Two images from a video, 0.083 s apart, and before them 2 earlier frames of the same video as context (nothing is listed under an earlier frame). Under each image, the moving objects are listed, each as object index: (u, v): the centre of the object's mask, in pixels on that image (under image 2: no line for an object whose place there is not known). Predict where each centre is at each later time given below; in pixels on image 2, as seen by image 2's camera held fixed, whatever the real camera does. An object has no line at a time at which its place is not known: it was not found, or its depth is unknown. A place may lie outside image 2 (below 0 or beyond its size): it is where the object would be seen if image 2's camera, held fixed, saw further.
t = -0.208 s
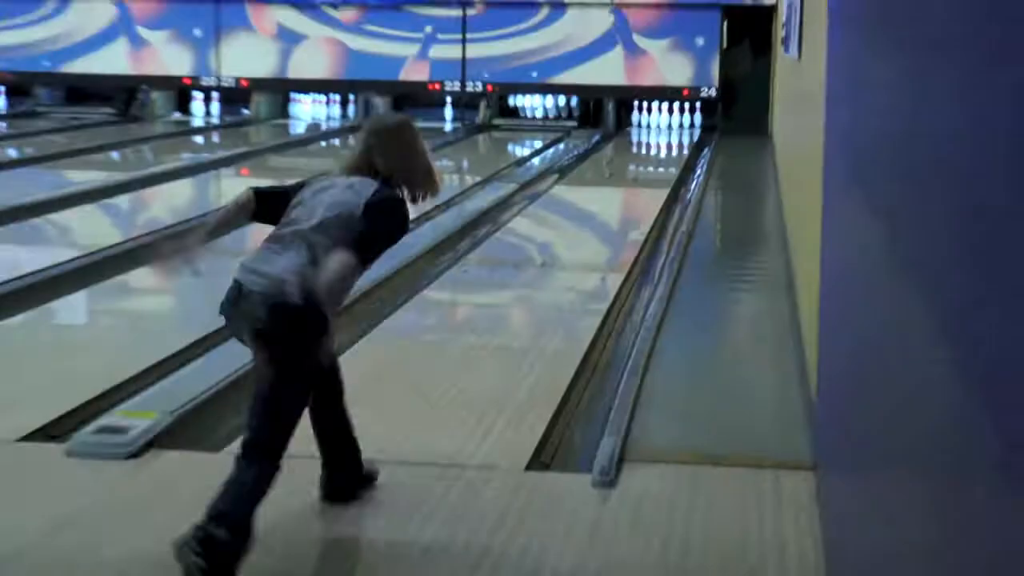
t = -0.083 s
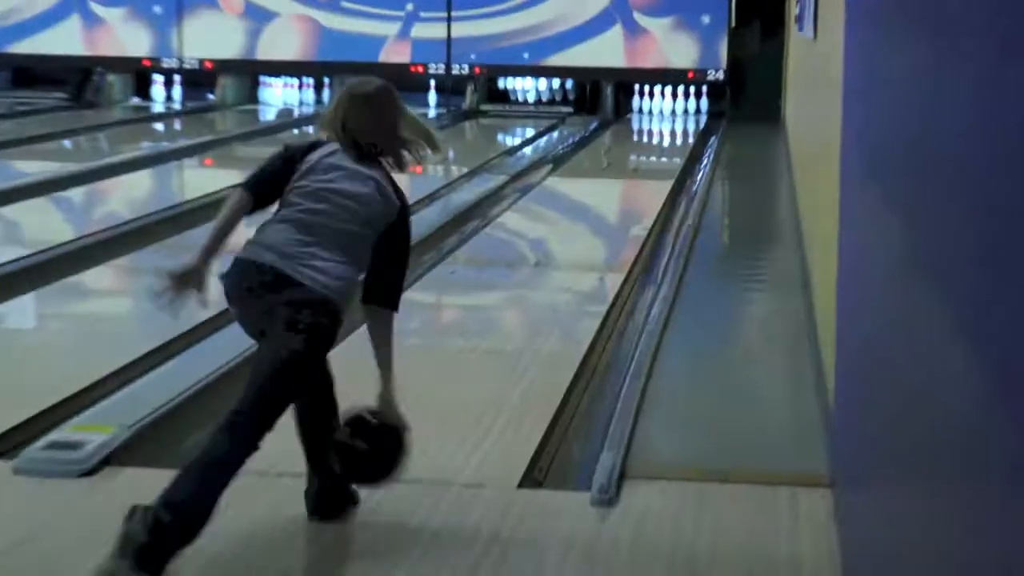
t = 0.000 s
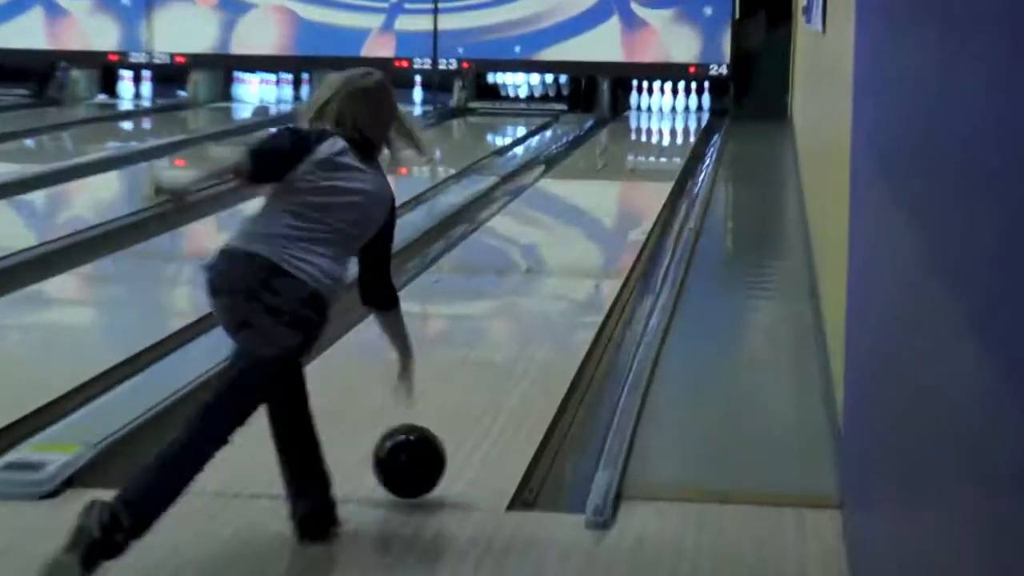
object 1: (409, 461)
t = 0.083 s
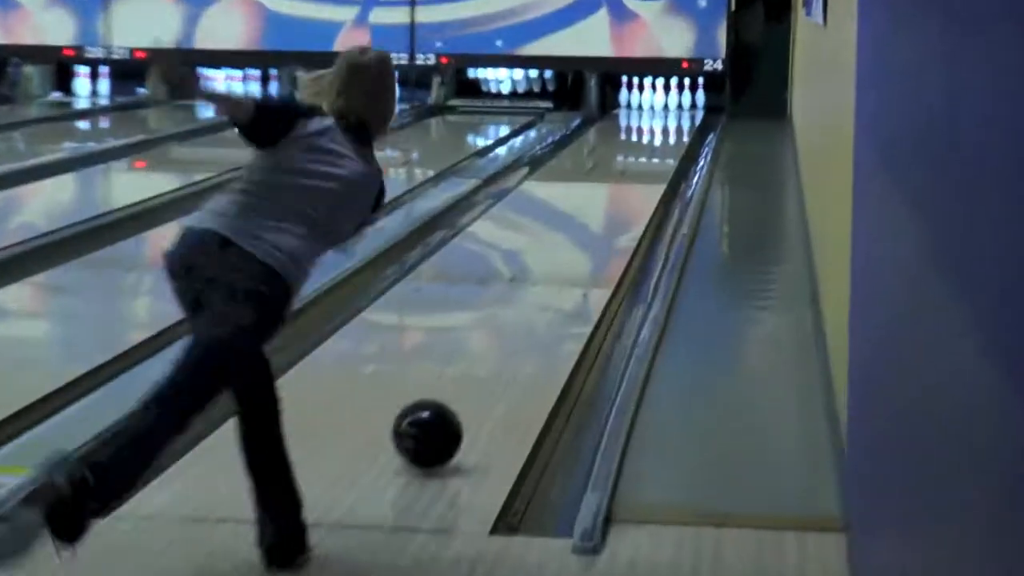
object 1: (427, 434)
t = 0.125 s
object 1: (446, 415)
